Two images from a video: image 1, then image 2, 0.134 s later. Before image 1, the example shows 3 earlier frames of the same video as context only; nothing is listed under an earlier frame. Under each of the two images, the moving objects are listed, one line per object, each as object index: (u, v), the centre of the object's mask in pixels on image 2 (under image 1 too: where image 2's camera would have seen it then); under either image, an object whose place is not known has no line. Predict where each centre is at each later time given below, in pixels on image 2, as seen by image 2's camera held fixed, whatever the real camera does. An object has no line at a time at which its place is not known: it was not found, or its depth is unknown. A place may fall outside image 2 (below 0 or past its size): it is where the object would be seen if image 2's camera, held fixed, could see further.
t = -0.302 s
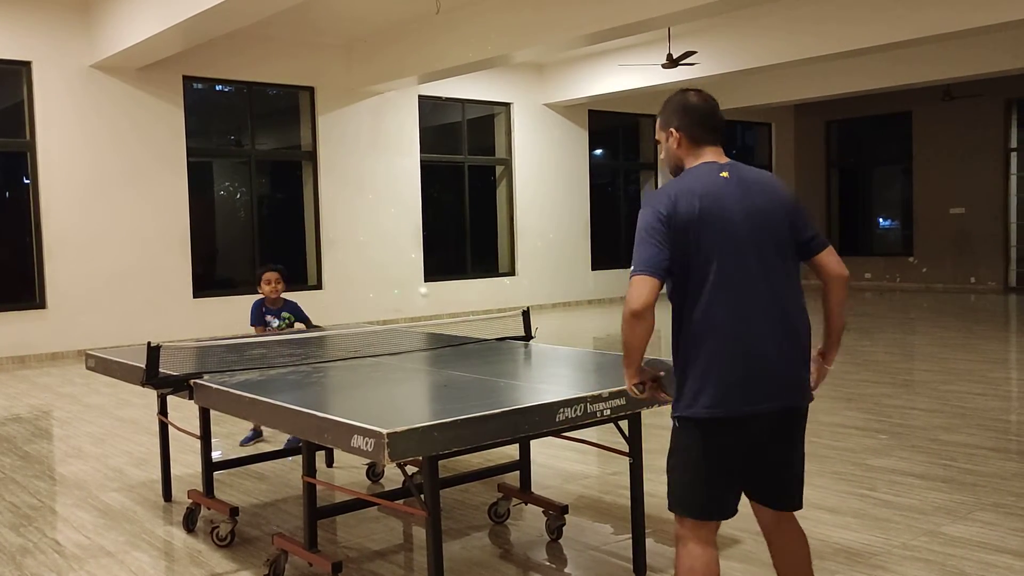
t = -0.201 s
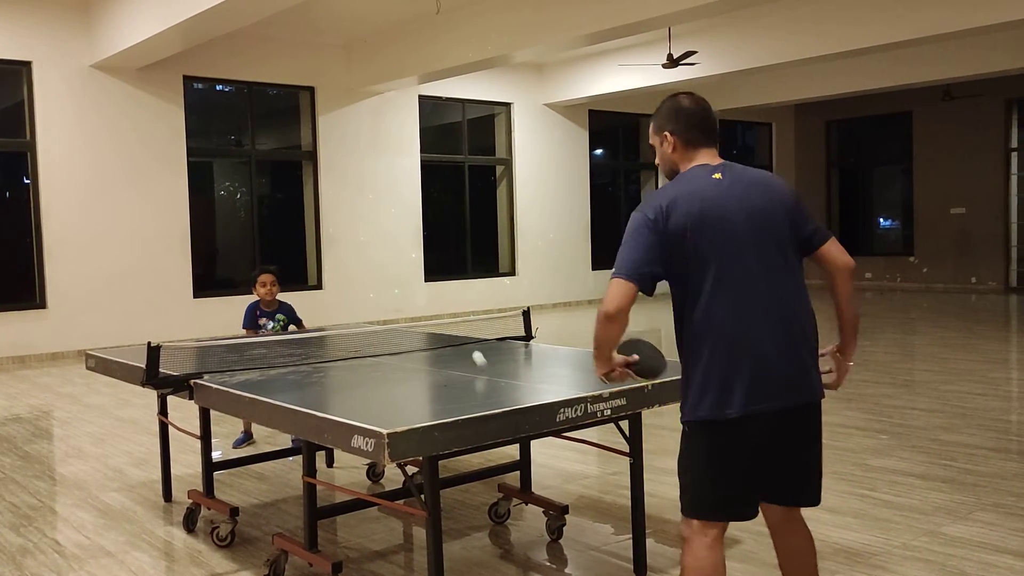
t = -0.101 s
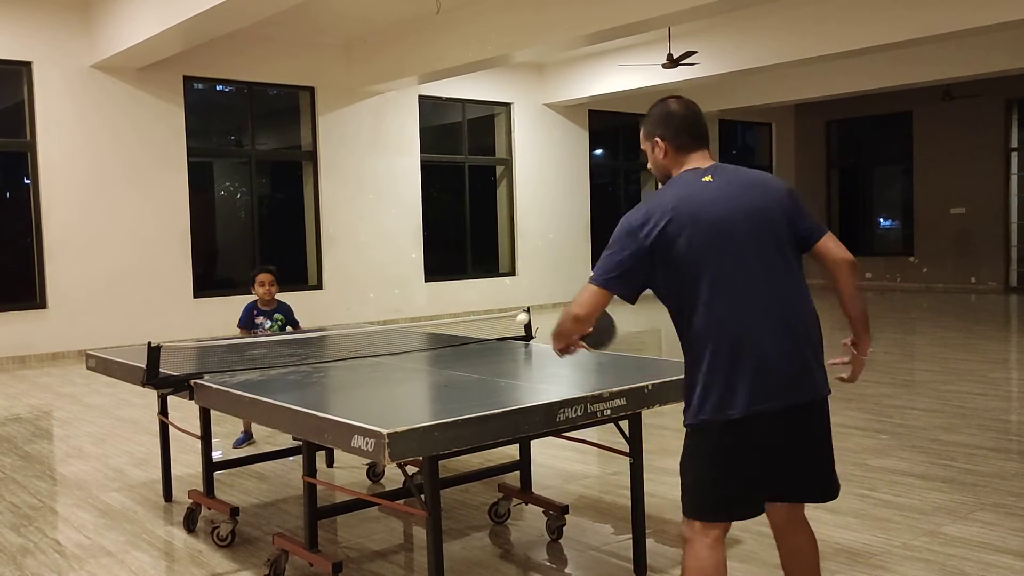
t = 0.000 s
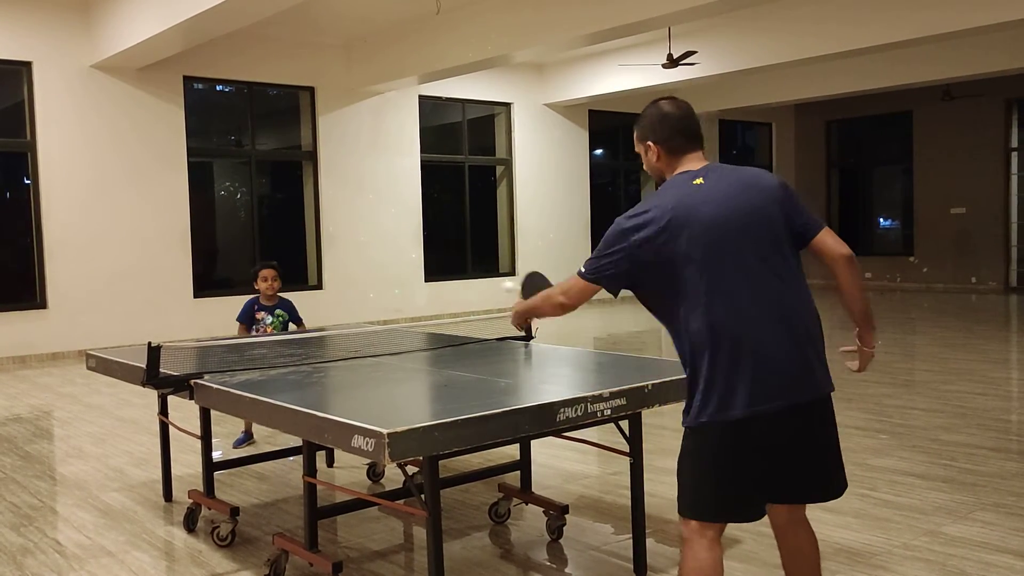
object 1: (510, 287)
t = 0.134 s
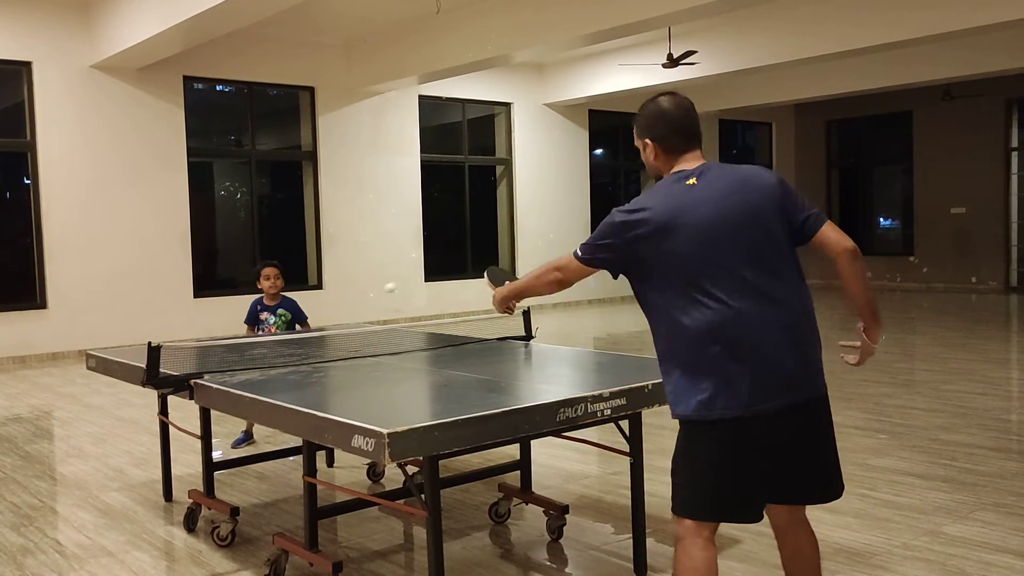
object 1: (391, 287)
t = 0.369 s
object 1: (271, 310)
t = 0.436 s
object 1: (249, 293)
